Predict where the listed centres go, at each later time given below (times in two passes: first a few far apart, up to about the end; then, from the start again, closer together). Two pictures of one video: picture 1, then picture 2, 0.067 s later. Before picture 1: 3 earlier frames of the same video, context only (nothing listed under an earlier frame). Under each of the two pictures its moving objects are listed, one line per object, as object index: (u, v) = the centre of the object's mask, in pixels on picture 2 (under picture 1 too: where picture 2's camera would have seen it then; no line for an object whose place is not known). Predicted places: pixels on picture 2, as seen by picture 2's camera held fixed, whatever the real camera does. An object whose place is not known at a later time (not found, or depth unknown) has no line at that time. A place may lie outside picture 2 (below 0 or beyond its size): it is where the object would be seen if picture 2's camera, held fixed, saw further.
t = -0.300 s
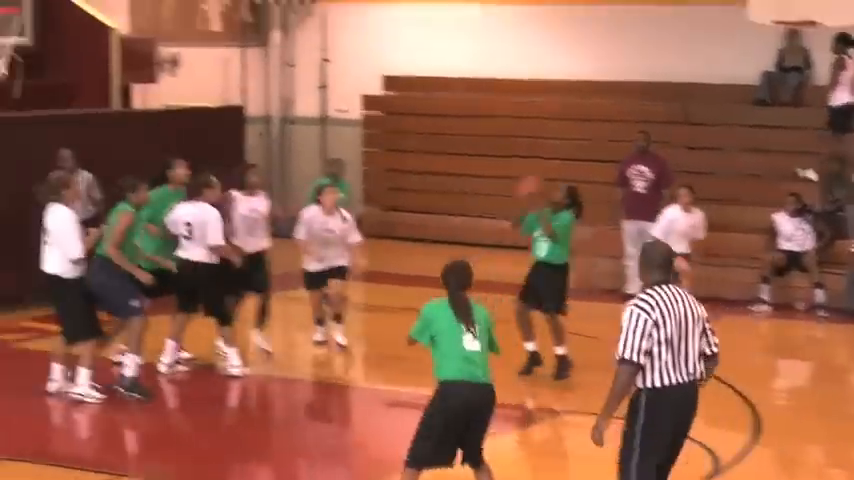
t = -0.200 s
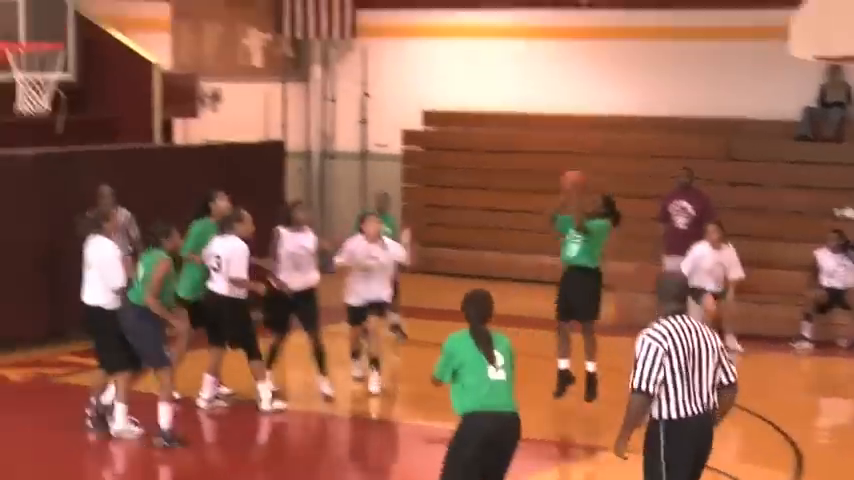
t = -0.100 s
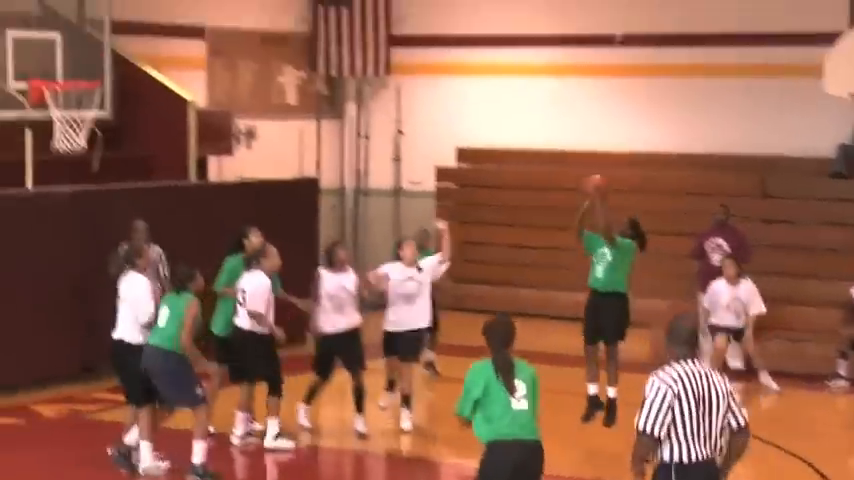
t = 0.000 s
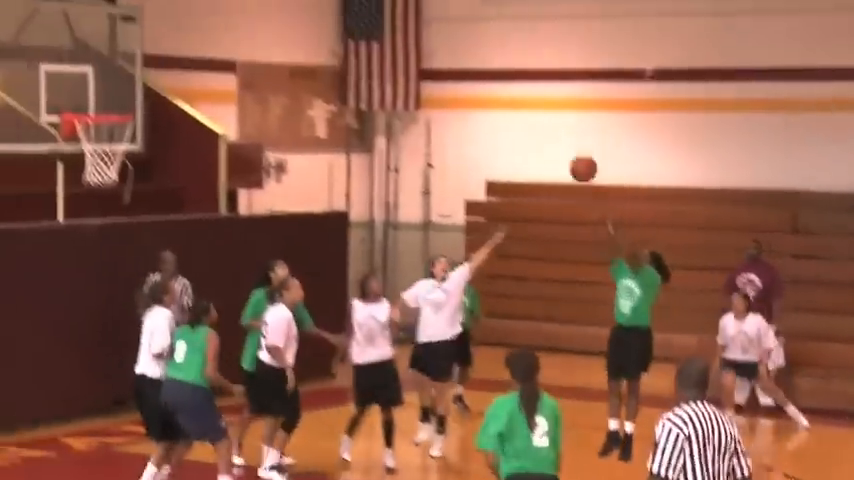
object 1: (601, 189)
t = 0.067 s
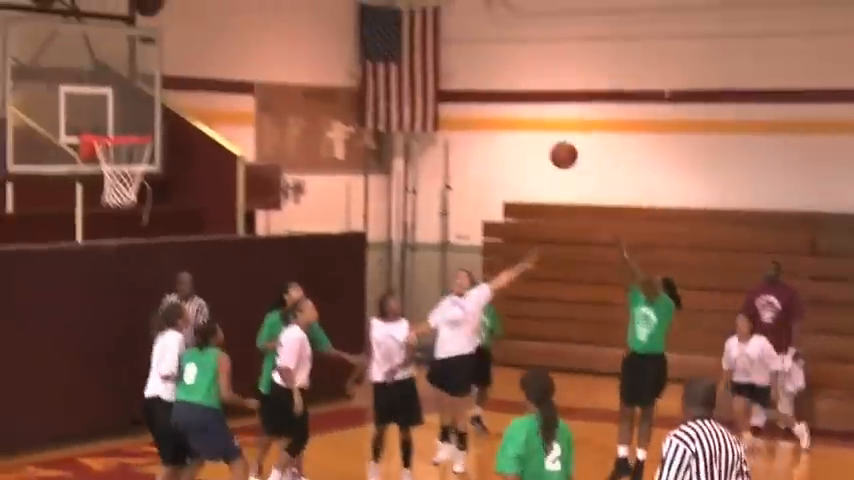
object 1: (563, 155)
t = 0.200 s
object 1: (488, 100)
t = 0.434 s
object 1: (357, 53)
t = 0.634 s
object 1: (244, 63)
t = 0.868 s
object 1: (112, 129)
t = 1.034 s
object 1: (132, 158)
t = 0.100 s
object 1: (544, 139)
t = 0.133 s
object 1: (525, 125)
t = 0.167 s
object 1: (507, 112)
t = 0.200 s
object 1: (488, 100)
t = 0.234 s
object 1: (470, 88)
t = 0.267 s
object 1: (451, 79)
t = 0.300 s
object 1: (434, 71)
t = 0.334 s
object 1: (414, 64)
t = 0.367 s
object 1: (395, 59)
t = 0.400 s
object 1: (376, 55)
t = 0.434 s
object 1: (357, 53)
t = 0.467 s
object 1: (337, 53)
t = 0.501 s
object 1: (320, 52)
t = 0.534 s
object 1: (300, 53)
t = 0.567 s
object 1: (282, 55)
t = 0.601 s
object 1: (263, 59)
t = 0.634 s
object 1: (244, 63)
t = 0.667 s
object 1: (226, 68)
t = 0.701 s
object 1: (208, 76)
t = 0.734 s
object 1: (190, 86)
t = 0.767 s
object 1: (171, 96)
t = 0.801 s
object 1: (150, 107)
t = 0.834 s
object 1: (132, 118)
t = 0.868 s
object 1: (112, 129)
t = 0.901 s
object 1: (117, 132)
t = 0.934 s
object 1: (123, 133)
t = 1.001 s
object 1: (131, 156)
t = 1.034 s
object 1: (132, 158)
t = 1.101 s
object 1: (146, 187)
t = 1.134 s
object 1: (146, 194)
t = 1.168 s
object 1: (144, 208)
